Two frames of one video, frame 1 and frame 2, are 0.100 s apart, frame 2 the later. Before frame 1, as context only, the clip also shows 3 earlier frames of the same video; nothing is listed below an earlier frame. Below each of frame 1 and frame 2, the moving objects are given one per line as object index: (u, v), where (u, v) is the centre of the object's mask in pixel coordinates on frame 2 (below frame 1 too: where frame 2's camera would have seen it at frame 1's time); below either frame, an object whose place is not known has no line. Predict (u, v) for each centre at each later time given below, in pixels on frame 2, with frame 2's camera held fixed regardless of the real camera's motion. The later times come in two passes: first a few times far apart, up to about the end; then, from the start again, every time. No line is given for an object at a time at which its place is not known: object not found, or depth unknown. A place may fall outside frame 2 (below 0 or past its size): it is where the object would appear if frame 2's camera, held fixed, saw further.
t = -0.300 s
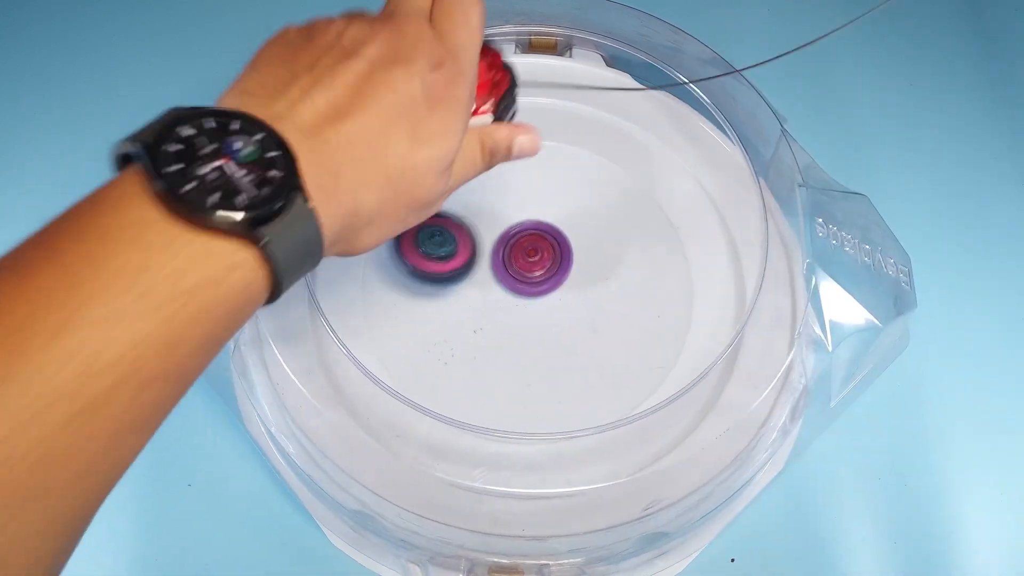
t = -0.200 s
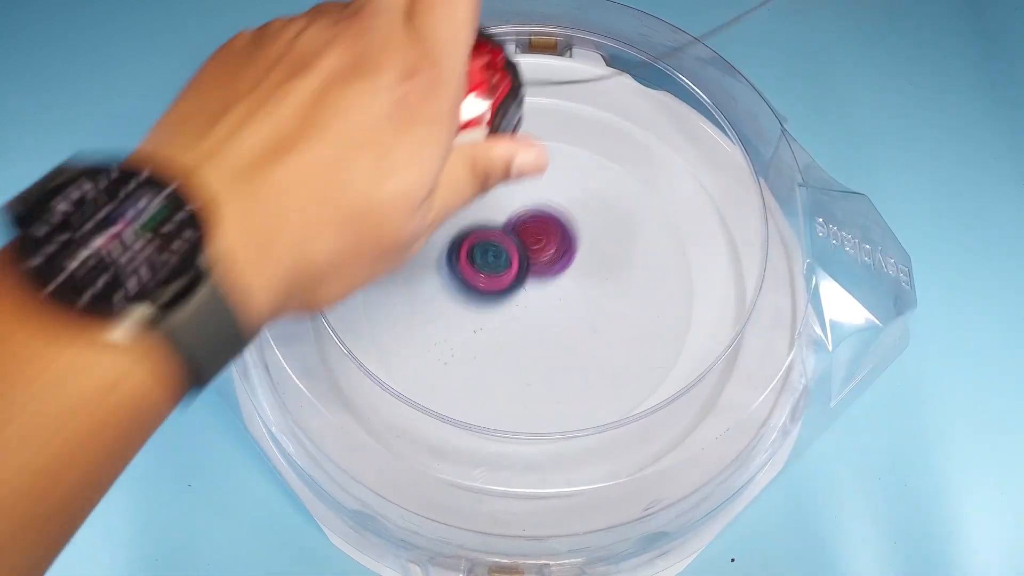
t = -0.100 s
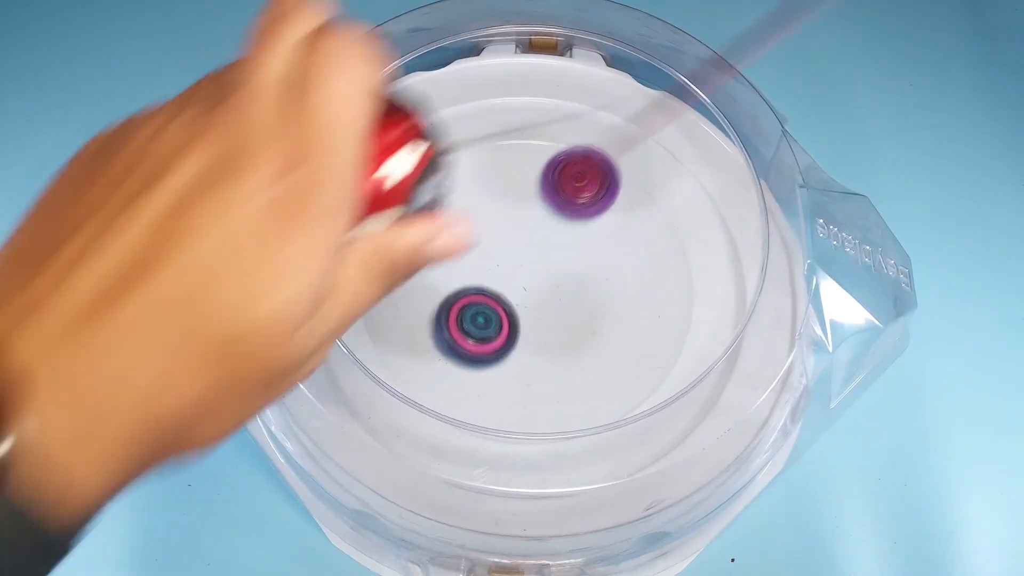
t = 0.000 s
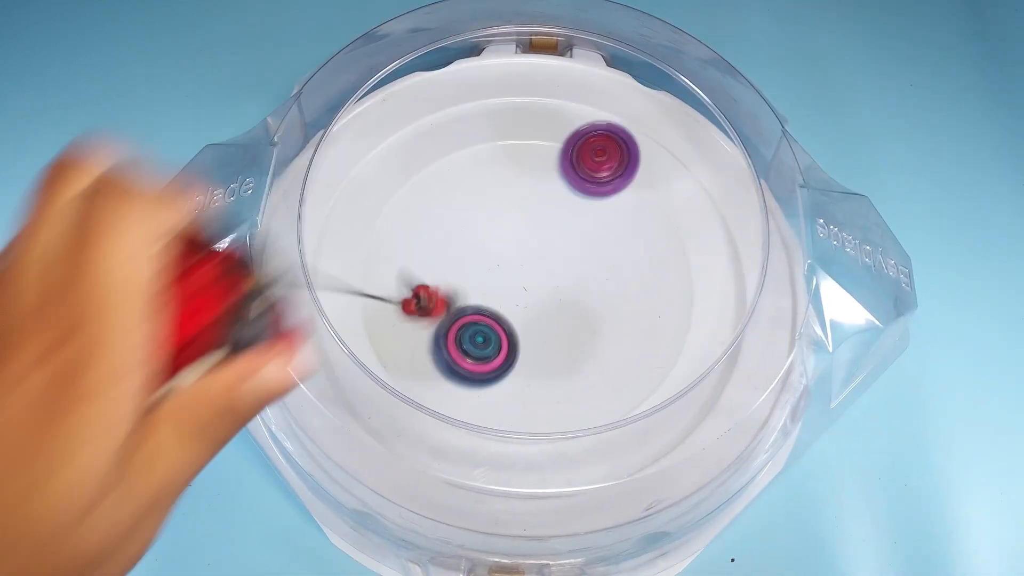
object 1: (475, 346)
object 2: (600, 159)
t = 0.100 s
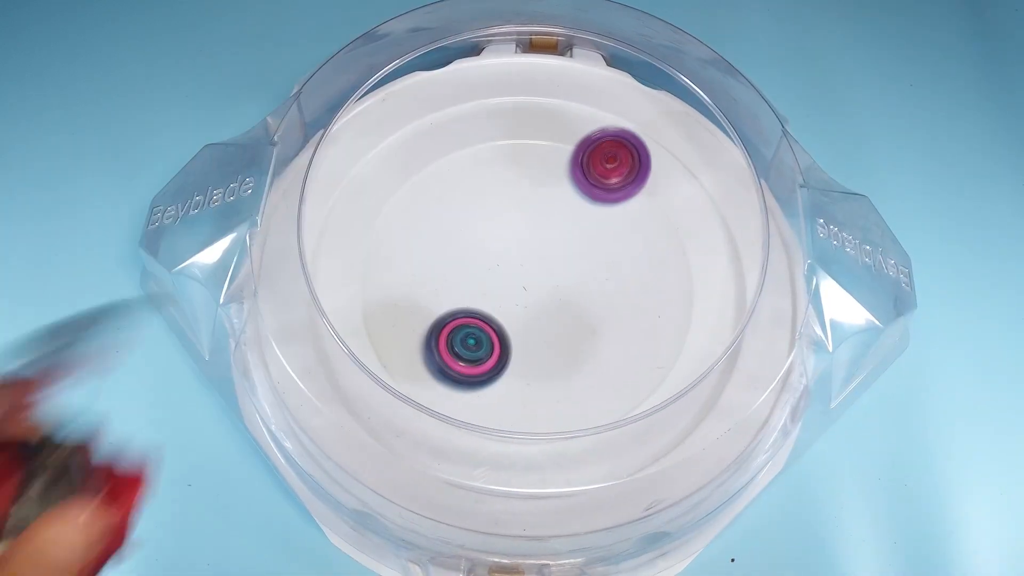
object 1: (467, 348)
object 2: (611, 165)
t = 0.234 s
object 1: (464, 345)
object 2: (611, 182)
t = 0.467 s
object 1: (474, 337)
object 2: (592, 225)
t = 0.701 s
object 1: (503, 338)
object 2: (553, 256)
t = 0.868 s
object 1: (501, 340)
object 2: (525, 258)
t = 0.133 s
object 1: (465, 348)
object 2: (612, 170)
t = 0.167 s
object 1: (464, 347)
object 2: (612, 173)
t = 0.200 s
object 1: (464, 346)
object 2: (612, 178)
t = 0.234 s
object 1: (464, 345)
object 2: (611, 182)
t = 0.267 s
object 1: (465, 344)
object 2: (610, 188)
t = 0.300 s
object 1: (465, 343)
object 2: (608, 193)
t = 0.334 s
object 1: (466, 341)
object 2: (606, 200)
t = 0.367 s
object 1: (467, 340)
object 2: (603, 206)
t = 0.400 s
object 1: (469, 339)
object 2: (600, 212)
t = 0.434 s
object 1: (471, 338)
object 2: (597, 218)
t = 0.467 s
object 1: (474, 337)
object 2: (592, 225)
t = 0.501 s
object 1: (477, 335)
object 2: (588, 232)
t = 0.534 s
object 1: (481, 332)
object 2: (582, 239)
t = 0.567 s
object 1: (487, 328)
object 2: (576, 246)
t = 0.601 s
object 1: (494, 325)
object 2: (569, 254)
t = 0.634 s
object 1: (502, 322)
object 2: (562, 261)
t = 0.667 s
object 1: (504, 330)
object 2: (557, 261)
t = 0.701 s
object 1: (503, 338)
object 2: (553, 256)
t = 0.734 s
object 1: (502, 342)
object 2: (547, 254)
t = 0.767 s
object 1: (502, 344)
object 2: (542, 254)
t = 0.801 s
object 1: (502, 343)
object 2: (536, 256)
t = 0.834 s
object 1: (501, 342)
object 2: (531, 257)
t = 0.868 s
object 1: (501, 340)
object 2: (525, 258)
